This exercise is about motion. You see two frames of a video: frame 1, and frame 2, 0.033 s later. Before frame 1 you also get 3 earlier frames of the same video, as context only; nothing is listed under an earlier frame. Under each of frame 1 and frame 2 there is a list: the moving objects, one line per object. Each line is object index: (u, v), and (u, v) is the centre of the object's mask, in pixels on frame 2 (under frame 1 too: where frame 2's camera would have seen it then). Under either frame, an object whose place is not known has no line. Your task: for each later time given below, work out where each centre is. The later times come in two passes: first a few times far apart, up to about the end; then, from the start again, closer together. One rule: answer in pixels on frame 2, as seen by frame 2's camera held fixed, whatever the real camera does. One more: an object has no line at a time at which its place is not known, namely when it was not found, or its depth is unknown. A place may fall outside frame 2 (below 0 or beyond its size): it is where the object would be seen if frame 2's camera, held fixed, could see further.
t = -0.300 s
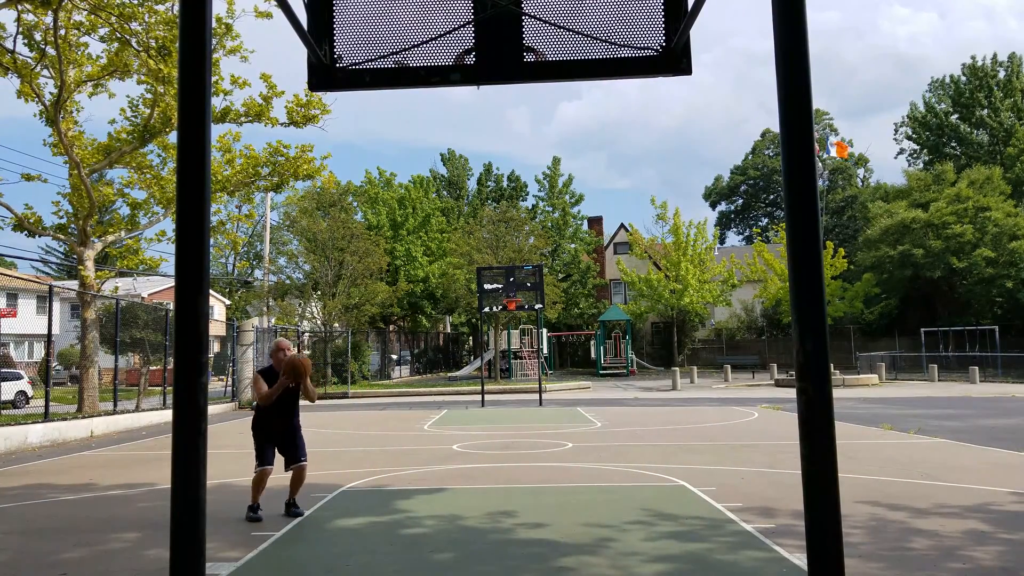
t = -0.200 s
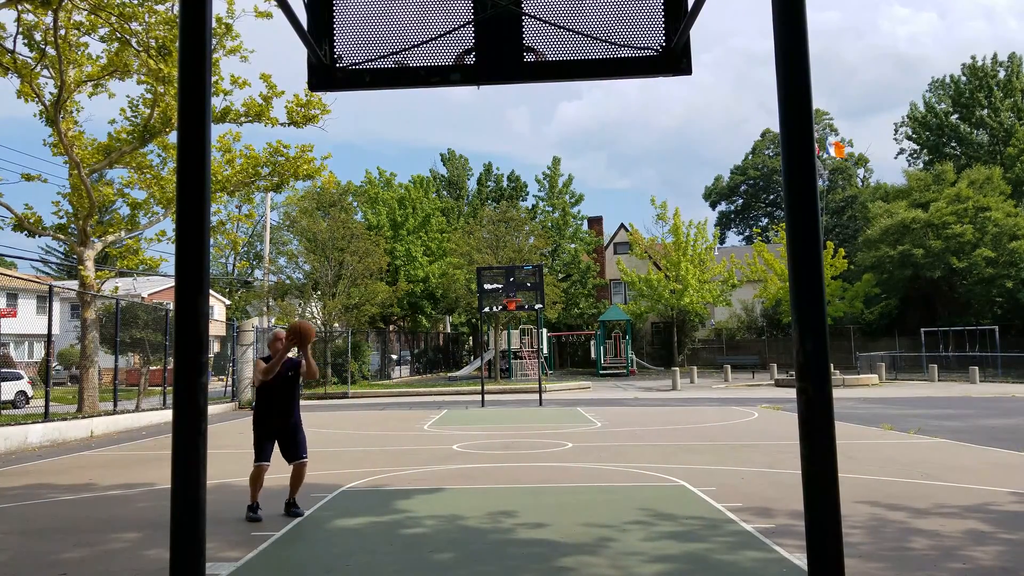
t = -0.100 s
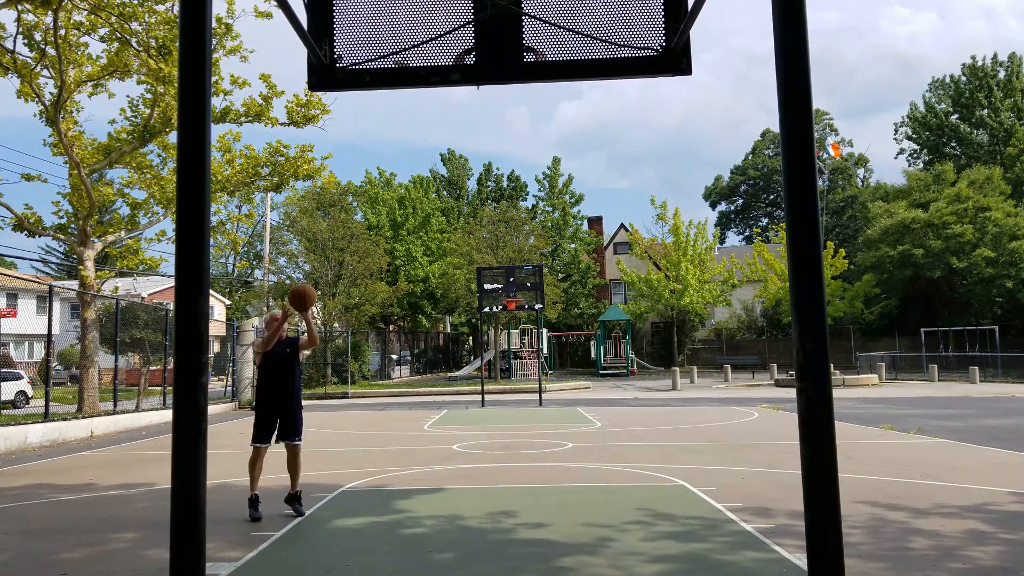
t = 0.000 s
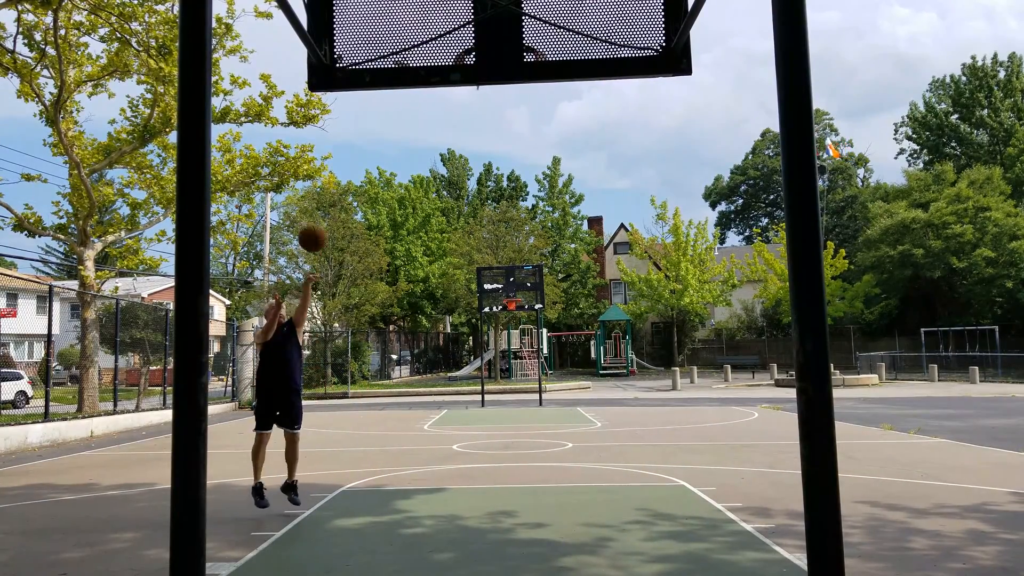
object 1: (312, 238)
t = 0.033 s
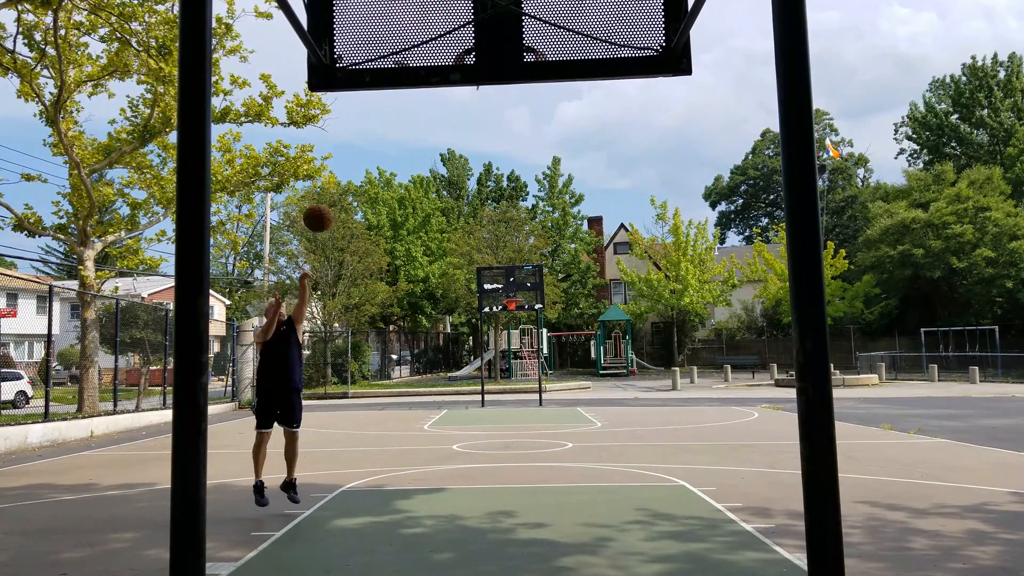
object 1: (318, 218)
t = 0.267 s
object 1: (357, 101)
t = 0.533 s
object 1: (414, 18)
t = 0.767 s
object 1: (469, 18)
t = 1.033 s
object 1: (513, 91)
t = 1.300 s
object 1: (422, 231)
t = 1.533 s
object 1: (338, 495)
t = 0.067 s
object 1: (322, 199)
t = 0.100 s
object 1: (328, 180)
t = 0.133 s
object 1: (333, 162)
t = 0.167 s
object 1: (339, 145)
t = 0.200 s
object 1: (345, 129)
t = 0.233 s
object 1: (350, 113)
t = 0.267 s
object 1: (357, 101)
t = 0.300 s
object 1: (364, 95)
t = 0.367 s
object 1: (375, 57)
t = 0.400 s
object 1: (382, 49)
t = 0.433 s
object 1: (390, 40)
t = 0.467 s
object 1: (397, 31)
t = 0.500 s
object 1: (405, 24)
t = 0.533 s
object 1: (414, 18)
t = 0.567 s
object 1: (422, 15)
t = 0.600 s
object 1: (431, 13)
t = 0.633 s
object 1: (440, 13)
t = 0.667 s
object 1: (450, 12)
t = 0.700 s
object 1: (458, 14)
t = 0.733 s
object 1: (464, 16)
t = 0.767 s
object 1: (469, 18)
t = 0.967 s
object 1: (503, 86)
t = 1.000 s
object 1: (522, 87)
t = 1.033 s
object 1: (513, 91)
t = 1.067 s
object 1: (502, 96)
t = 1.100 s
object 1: (490, 104)
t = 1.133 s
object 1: (479, 118)
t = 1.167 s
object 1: (468, 136)
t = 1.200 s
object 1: (456, 157)
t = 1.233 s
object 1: (445, 179)
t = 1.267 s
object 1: (433, 204)
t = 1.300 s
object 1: (422, 231)
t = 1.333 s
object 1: (411, 261)
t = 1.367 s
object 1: (399, 293)
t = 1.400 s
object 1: (387, 327)
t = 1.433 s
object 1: (376, 365)
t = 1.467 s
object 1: (363, 405)
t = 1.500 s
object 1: (351, 448)
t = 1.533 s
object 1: (338, 495)
